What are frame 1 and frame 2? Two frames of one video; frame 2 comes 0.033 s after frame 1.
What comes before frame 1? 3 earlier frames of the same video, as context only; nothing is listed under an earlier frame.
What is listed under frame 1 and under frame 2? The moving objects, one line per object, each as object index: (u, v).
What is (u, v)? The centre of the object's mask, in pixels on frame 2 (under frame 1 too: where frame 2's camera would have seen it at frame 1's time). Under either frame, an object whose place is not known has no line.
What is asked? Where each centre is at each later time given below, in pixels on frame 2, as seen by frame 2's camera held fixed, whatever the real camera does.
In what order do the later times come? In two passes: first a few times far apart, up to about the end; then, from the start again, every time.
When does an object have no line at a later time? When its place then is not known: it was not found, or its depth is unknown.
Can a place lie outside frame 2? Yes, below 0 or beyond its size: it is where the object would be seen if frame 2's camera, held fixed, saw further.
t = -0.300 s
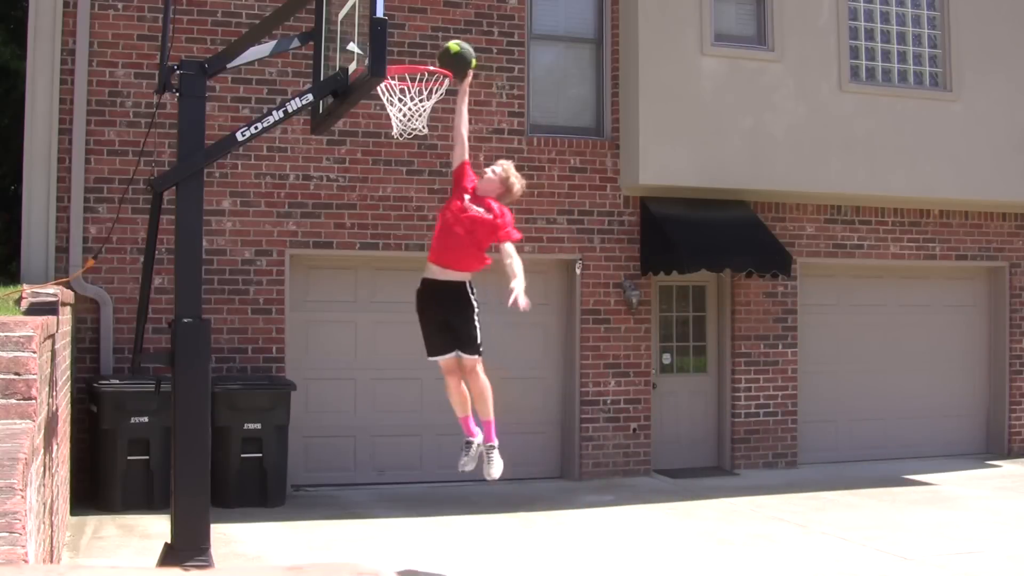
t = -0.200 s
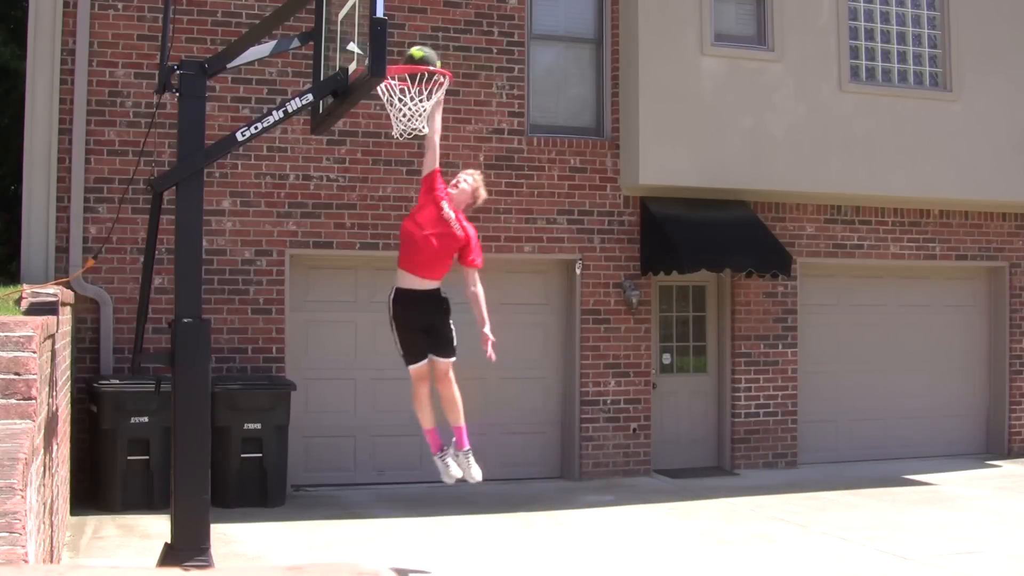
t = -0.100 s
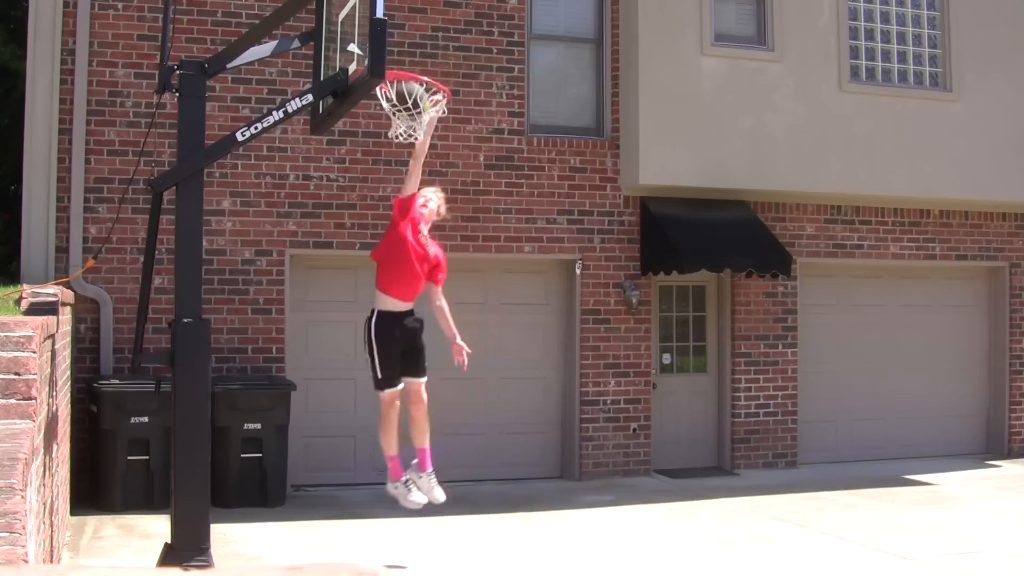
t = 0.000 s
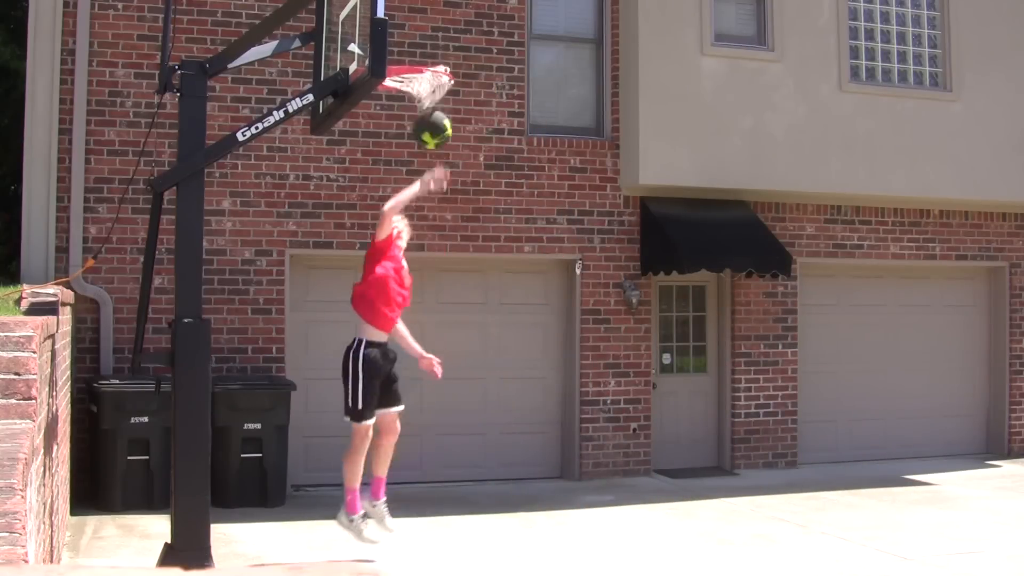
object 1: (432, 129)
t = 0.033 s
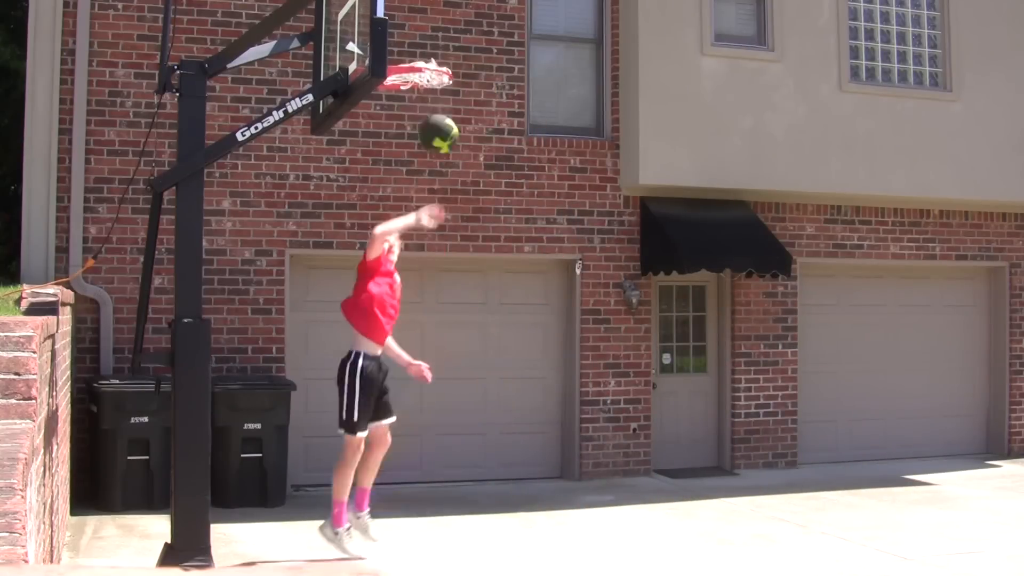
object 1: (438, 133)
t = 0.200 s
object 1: (472, 185)
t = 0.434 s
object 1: (515, 323)
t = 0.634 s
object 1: (552, 499)
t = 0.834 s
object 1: (558, 428)
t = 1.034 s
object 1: (556, 331)
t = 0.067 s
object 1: (445, 141)
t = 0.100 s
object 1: (452, 149)
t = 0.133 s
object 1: (458, 159)
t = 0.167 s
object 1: (465, 171)
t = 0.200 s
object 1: (472, 185)
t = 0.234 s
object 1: (478, 201)
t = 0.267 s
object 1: (485, 216)
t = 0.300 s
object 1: (492, 235)
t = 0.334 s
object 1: (496, 255)
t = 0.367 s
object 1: (503, 276)
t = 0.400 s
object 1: (510, 299)
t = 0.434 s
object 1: (515, 323)
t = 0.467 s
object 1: (522, 350)
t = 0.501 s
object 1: (528, 377)
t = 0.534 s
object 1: (533, 405)
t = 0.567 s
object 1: (540, 435)
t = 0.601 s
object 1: (546, 466)
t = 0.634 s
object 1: (552, 499)
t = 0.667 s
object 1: (556, 534)
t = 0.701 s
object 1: (557, 525)
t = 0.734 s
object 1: (558, 497)
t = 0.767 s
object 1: (559, 472)
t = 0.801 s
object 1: (558, 450)
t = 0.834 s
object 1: (558, 428)
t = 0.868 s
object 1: (557, 408)
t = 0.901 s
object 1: (557, 389)
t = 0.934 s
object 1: (557, 372)
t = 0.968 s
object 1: (556, 357)
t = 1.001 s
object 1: (556, 343)
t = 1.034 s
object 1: (556, 331)
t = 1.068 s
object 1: (555, 321)
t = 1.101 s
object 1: (555, 312)
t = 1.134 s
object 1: (555, 305)
